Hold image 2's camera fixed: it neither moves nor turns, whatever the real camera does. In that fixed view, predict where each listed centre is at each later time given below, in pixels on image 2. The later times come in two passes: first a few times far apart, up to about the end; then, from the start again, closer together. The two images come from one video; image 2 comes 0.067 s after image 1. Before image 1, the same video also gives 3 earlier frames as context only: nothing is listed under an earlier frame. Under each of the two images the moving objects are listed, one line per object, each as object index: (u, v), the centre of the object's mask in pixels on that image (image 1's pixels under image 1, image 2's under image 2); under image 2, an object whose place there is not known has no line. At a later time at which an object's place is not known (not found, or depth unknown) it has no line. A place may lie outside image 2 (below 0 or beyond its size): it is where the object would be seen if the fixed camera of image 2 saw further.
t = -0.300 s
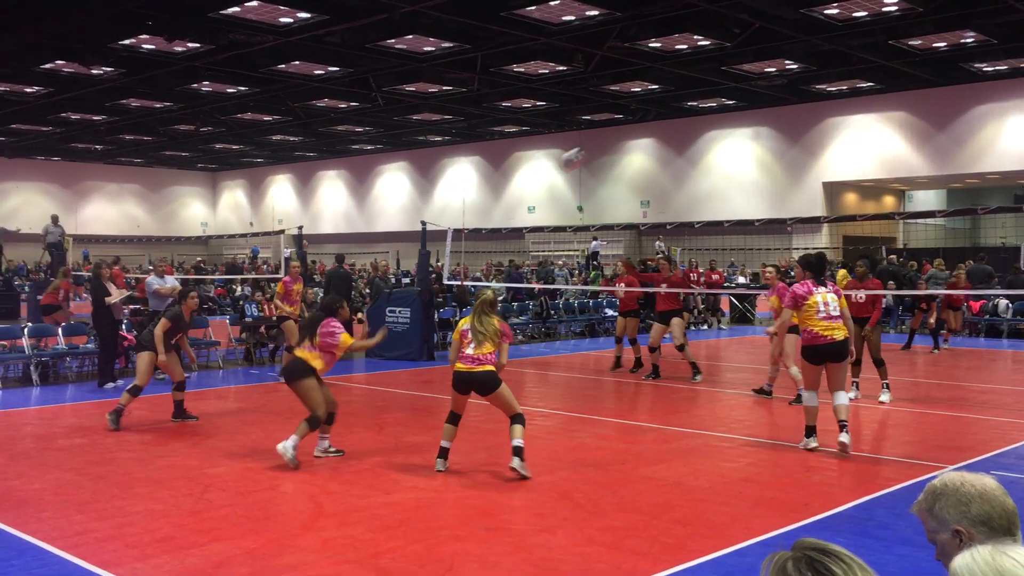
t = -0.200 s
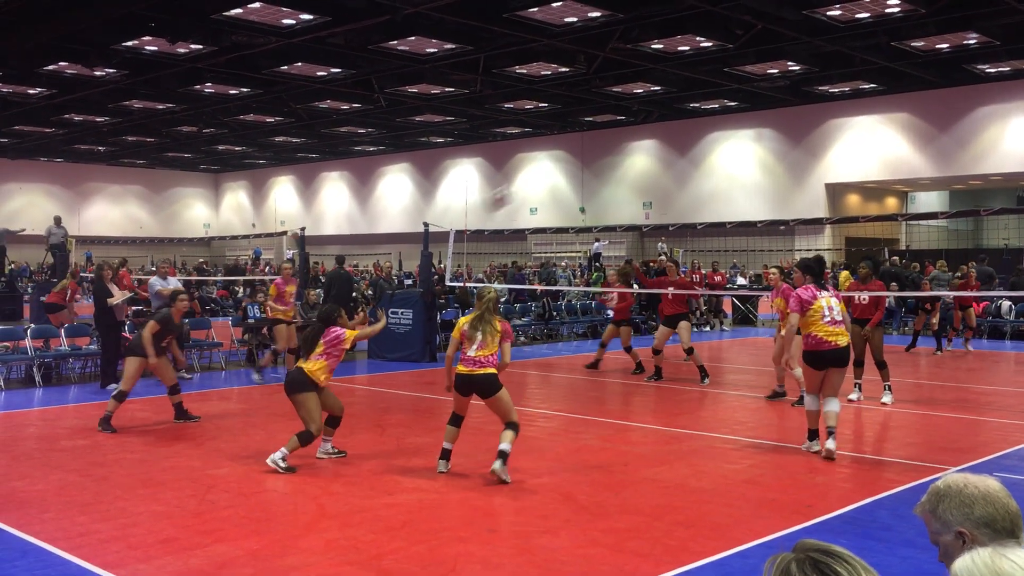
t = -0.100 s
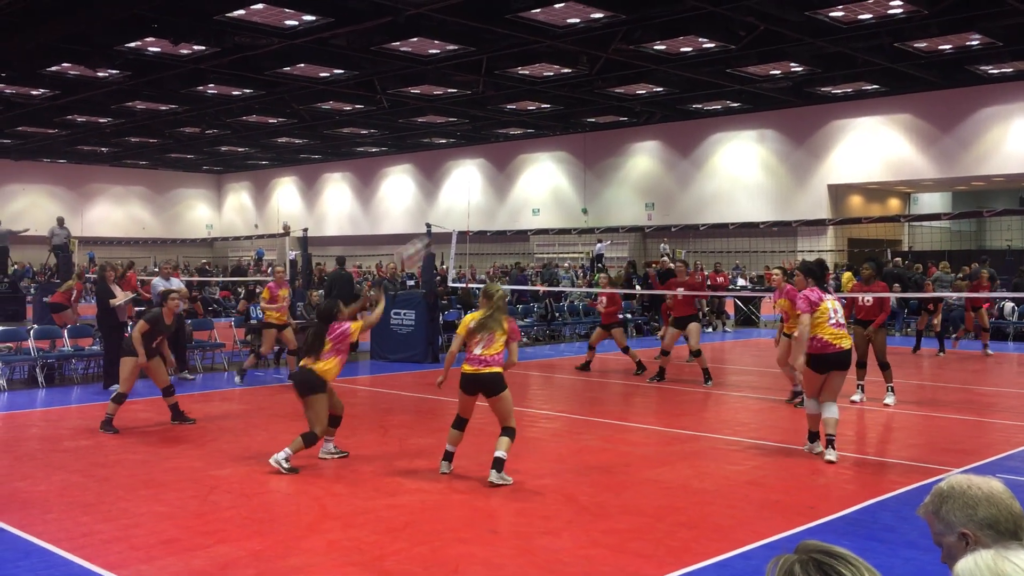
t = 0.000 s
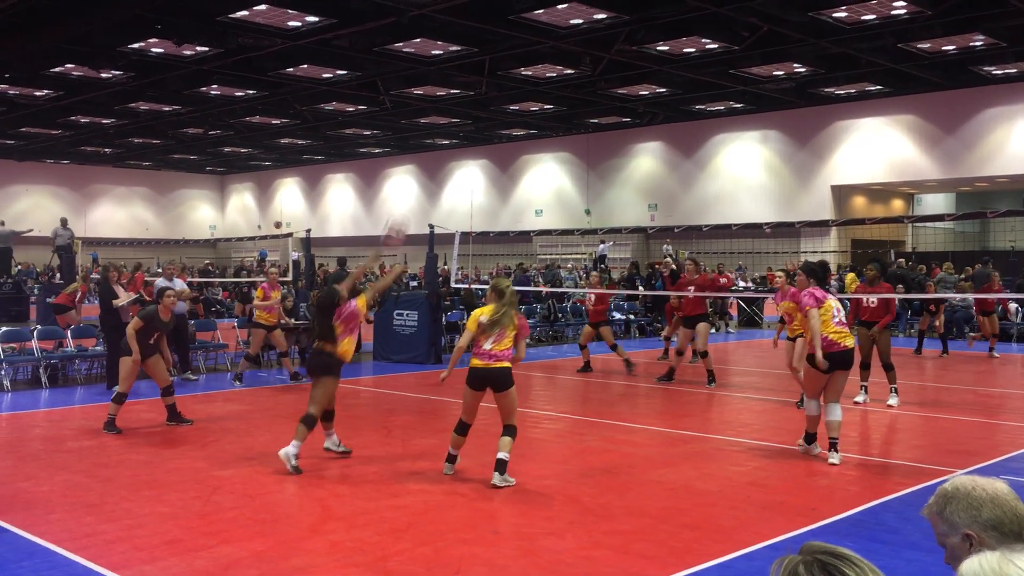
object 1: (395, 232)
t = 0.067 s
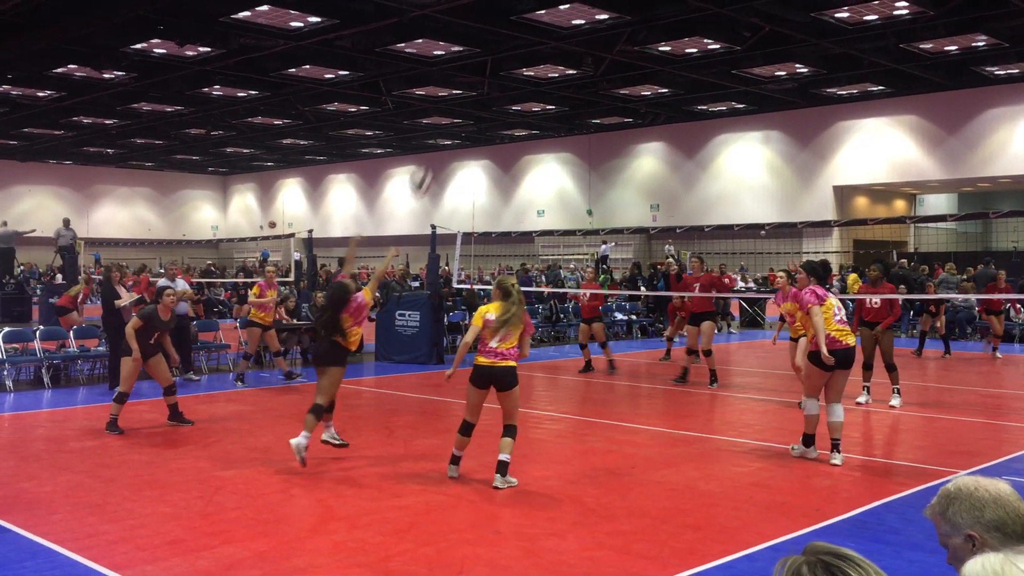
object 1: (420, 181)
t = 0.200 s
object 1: (461, 106)
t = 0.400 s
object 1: (520, 35)
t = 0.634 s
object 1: (583, 9)
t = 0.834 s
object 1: (633, 29)
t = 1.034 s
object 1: (679, 89)
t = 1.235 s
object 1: (721, 181)
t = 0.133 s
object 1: (440, 141)
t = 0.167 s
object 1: (451, 124)
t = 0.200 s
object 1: (461, 106)
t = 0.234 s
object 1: (471, 92)
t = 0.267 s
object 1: (481, 77)
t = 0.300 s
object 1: (491, 65)
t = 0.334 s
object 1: (501, 53)
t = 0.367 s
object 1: (510, 44)
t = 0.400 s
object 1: (520, 35)
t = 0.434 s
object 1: (530, 27)
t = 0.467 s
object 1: (538, 20)
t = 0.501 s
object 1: (547, 15)
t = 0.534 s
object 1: (556, 12)
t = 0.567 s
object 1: (566, 10)
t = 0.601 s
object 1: (575, 10)
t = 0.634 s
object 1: (583, 9)
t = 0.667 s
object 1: (591, 10)
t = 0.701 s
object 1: (601, 11)
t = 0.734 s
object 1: (608, 14)
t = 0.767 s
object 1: (617, 18)
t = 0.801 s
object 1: (625, 23)
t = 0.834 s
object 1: (633, 29)
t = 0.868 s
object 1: (641, 36)
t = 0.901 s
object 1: (647, 45)
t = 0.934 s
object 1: (656, 55)
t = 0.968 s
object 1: (664, 66)
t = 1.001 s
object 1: (672, 77)
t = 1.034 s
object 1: (679, 89)
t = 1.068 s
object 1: (686, 102)
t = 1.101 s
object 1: (693, 115)
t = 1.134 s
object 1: (701, 130)
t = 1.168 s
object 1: (708, 146)
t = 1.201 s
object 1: (714, 163)
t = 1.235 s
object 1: (721, 181)
